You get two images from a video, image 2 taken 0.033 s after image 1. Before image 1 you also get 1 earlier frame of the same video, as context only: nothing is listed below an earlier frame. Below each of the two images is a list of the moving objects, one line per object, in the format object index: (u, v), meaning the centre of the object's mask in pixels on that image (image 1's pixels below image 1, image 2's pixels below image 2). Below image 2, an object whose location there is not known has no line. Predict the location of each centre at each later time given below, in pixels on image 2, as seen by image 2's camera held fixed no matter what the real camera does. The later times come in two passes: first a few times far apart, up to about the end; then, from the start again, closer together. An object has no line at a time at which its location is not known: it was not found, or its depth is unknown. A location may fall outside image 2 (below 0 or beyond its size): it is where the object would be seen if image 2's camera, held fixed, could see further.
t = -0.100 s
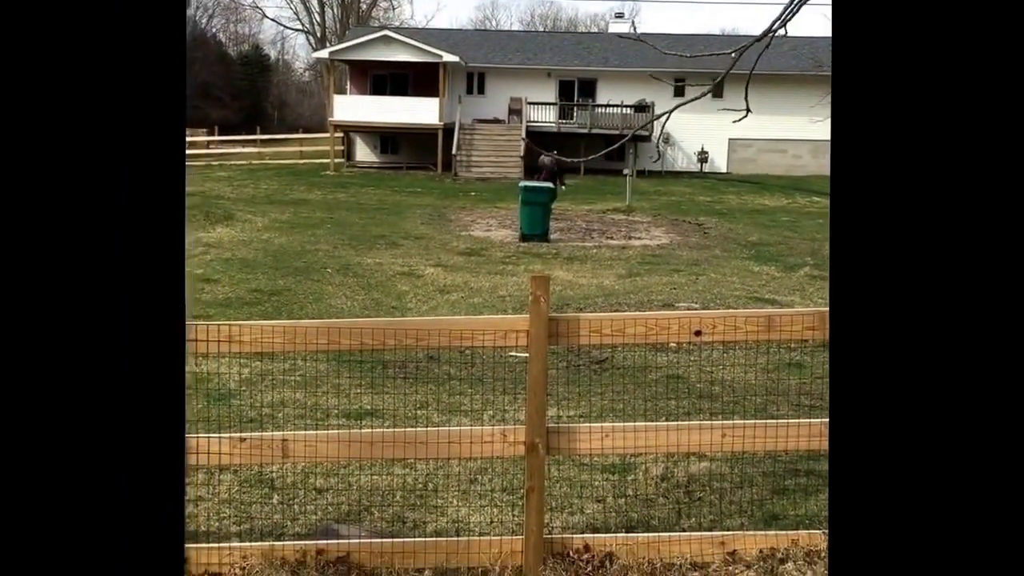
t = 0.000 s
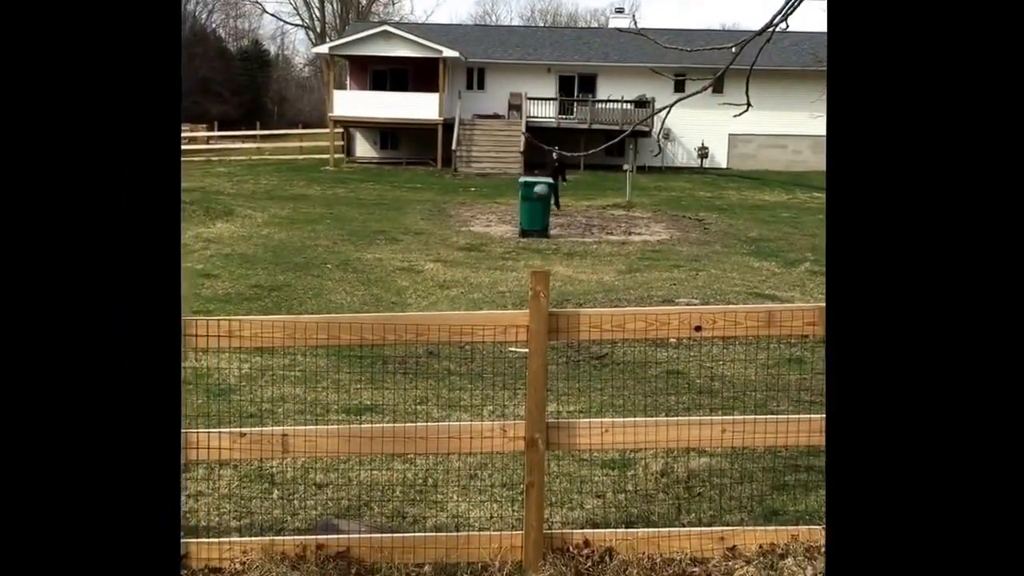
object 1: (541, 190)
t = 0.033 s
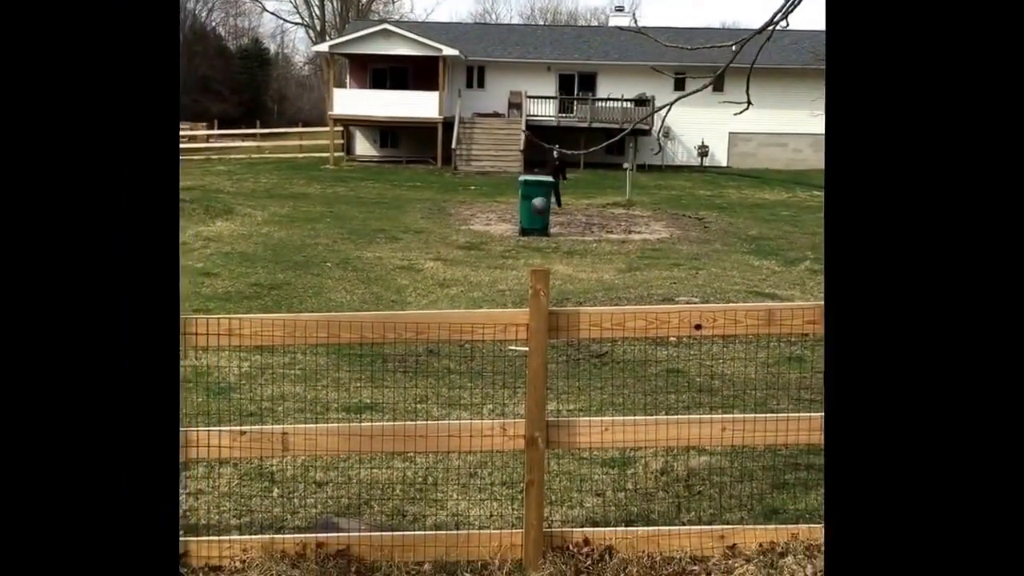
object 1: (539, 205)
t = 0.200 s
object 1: (525, 304)
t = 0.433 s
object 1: (517, 260)
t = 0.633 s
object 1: (504, 253)
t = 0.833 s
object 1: (487, 297)
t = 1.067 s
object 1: (459, 454)
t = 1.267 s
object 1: (416, 468)
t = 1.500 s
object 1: (382, 500)
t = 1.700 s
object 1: (429, 506)
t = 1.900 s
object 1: (483, 488)
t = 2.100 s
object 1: (512, 515)
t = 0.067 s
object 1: (538, 221)
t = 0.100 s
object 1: (535, 241)
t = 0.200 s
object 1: (525, 304)
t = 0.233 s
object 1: (523, 300)
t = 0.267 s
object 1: (522, 295)
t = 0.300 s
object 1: (521, 284)
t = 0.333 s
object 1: (521, 279)
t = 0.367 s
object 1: (520, 271)
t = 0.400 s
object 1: (518, 265)
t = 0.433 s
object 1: (517, 260)
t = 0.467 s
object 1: (515, 256)
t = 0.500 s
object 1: (513, 254)
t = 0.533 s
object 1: (511, 251)
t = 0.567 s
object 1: (509, 251)
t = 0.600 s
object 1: (506, 251)
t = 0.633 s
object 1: (504, 253)
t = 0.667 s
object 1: (501, 257)
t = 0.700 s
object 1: (499, 262)
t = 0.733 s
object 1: (496, 269)
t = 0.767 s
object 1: (493, 278)
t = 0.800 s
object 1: (490, 288)
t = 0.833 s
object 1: (487, 297)
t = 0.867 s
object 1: (483, 304)
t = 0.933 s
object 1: (475, 353)
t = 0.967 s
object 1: (470, 370)
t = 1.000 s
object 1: (466, 394)
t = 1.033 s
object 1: (462, 411)
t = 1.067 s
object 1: (459, 454)
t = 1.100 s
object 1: (451, 455)
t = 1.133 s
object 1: (445, 456)
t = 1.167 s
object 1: (438, 456)
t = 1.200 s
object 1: (431, 459)
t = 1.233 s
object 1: (425, 463)
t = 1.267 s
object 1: (416, 468)
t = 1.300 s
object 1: (408, 481)
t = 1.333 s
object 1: (398, 497)
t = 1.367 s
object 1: (389, 502)
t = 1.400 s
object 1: (384, 476)
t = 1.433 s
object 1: (381, 471)
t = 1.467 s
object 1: (381, 483)
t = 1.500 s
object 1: (382, 500)
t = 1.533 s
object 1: (382, 510)
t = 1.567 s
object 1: (382, 516)
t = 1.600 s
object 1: (393, 512)
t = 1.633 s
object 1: (405, 509)
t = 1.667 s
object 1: (417, 507)
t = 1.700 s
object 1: (429, 506)
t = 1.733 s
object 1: (442, 505)
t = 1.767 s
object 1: (454, 506)
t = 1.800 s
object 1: (462, 500)
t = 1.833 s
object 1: (469, 494)
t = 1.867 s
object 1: (476, 492)
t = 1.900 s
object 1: (483, 488)
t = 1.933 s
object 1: (490, 488)
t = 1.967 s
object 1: (497, 490)
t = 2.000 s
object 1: (503, 495)
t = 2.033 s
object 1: (507, 502)
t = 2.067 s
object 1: (509, 507)
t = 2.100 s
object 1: (512, 515)
